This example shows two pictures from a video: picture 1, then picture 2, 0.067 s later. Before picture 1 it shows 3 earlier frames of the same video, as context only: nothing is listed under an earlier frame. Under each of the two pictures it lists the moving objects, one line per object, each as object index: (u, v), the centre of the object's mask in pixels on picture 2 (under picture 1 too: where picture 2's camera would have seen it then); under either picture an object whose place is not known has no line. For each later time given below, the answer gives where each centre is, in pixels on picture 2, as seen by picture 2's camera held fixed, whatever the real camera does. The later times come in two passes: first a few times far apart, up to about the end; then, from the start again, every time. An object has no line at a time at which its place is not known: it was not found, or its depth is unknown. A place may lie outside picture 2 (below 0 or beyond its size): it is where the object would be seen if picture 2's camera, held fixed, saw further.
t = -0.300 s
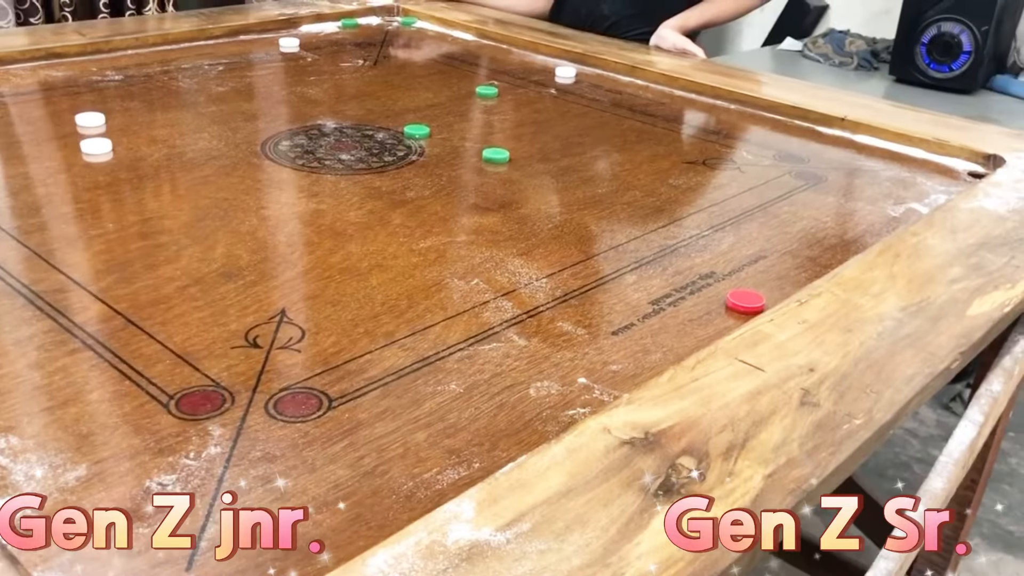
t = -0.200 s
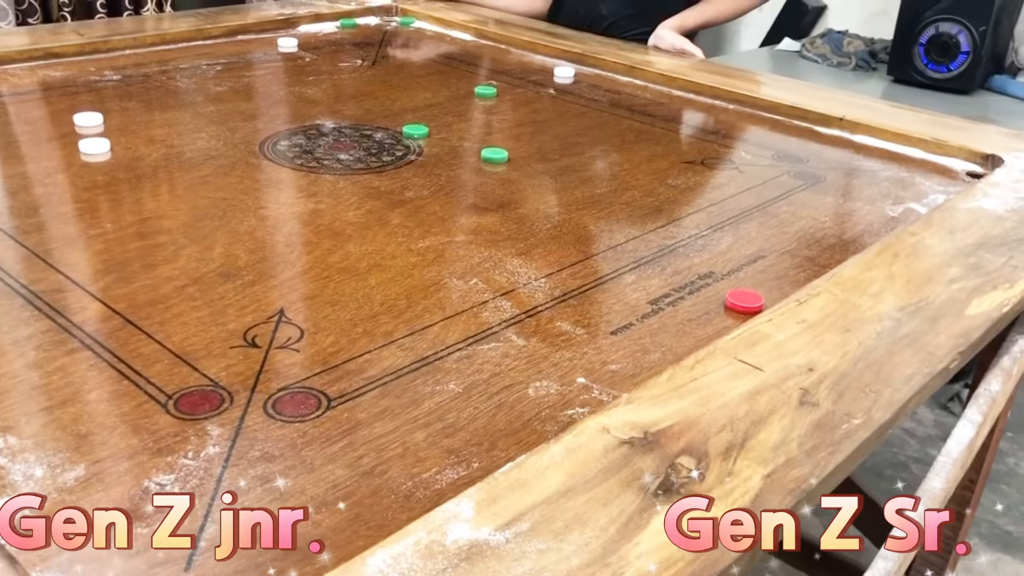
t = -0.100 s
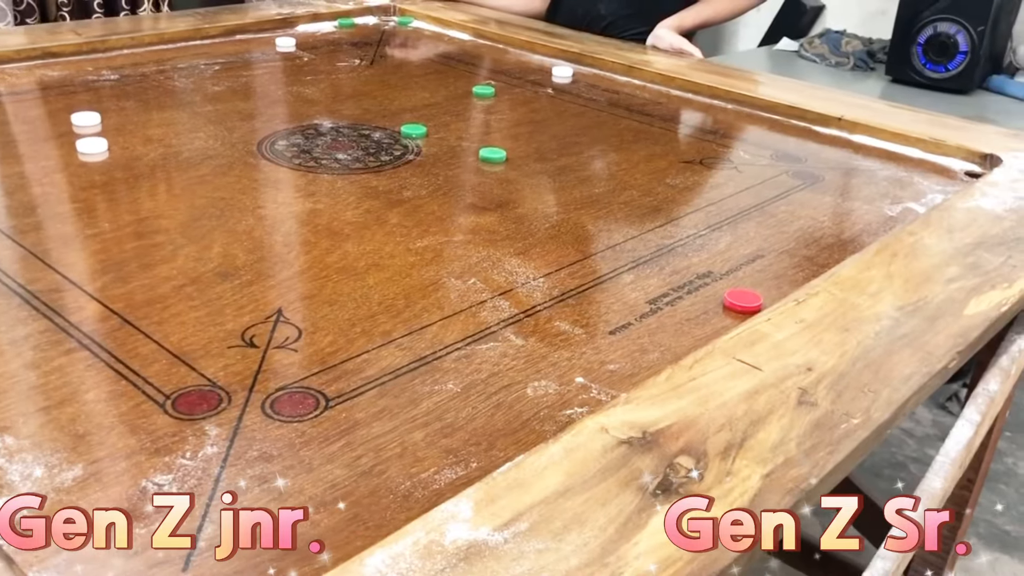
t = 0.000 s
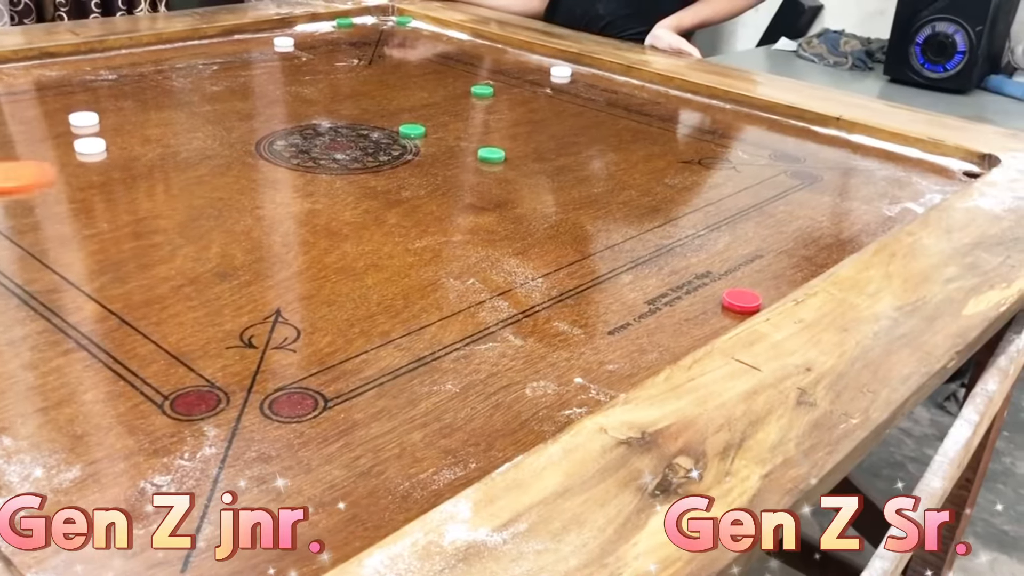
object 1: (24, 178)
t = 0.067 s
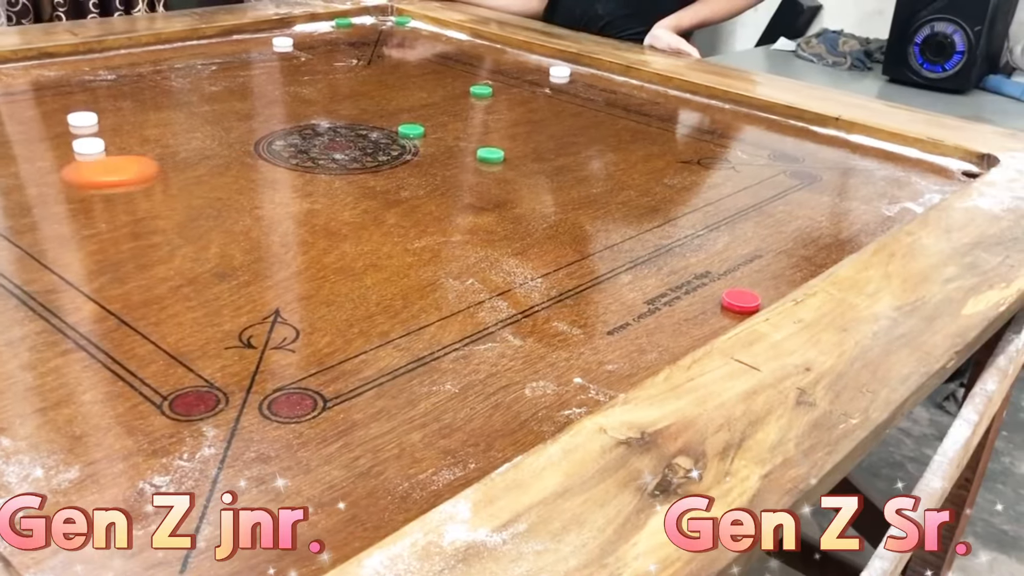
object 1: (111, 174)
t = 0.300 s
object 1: (402, 157)
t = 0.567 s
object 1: (556, 146)
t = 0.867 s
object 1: (642, 138)
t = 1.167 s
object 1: (667, 136)
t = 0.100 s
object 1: (160, 170)
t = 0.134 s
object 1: (205, 168)
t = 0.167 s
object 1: (249, 165)
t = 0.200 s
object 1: (292, 162)
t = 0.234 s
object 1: (330, 160)
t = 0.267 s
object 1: (367, 158)
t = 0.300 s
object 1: (402, 157)
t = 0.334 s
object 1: (435, 155)
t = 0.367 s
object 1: (458, 154)
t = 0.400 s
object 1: (478, 152)
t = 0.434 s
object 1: (495, 150)
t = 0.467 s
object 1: (511, 149)
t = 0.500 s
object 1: (527, 148)
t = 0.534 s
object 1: (542, 147)
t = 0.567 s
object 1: (556, 146)
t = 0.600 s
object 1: (569, 144)
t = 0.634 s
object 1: (581, 143)
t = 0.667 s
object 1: (592, 142)
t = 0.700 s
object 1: (602, 141)
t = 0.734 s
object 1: (612, 141)
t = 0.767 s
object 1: (620, 140)
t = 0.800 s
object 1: (628, 139)
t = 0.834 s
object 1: (635, 138)
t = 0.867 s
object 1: (642, 138)
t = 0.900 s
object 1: (648, 137)
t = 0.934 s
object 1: (653, 137)
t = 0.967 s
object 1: (657, 136)
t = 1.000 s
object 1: (661, 136)
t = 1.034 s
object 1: (664, 137)
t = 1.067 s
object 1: (666, 136)
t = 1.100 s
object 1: (667, 136)
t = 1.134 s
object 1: (667, 136)
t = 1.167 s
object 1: (667, 136)
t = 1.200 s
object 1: (667, 136)
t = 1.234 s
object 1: (667, 136)
